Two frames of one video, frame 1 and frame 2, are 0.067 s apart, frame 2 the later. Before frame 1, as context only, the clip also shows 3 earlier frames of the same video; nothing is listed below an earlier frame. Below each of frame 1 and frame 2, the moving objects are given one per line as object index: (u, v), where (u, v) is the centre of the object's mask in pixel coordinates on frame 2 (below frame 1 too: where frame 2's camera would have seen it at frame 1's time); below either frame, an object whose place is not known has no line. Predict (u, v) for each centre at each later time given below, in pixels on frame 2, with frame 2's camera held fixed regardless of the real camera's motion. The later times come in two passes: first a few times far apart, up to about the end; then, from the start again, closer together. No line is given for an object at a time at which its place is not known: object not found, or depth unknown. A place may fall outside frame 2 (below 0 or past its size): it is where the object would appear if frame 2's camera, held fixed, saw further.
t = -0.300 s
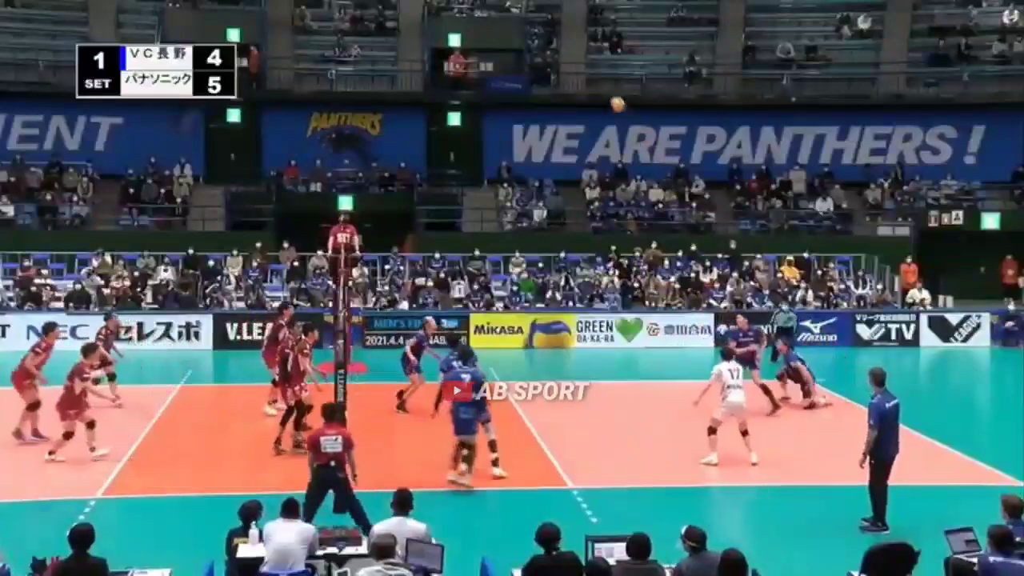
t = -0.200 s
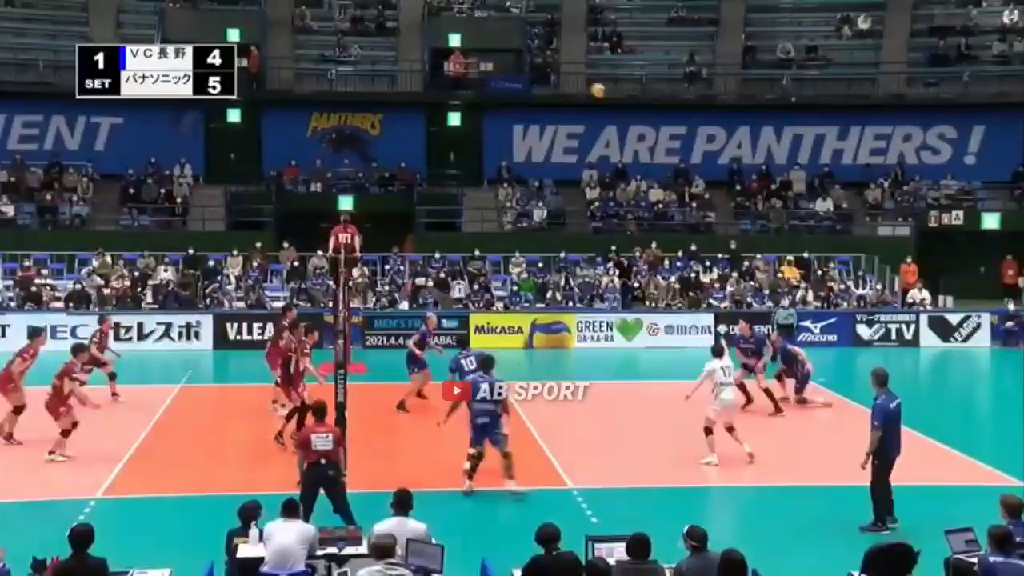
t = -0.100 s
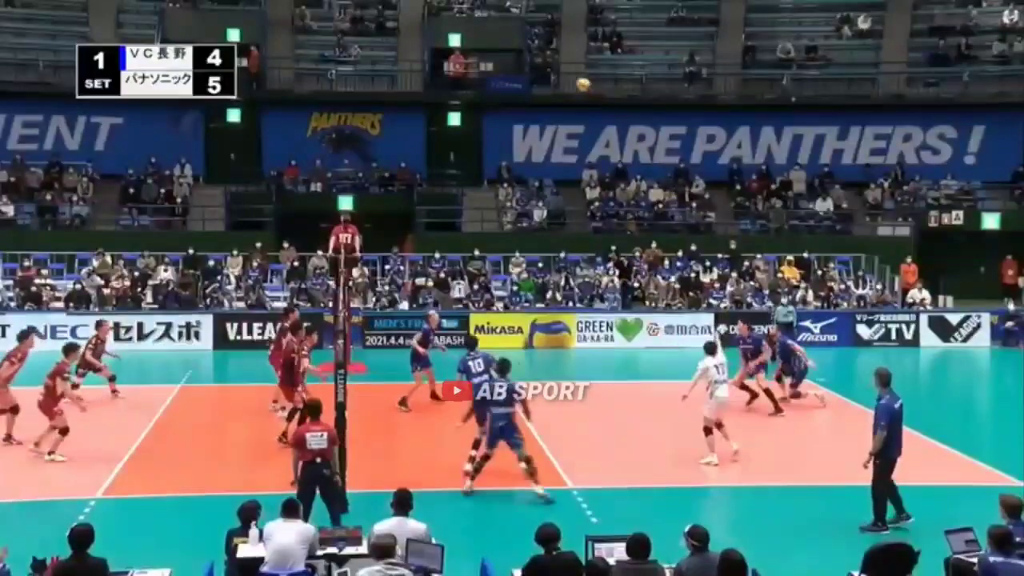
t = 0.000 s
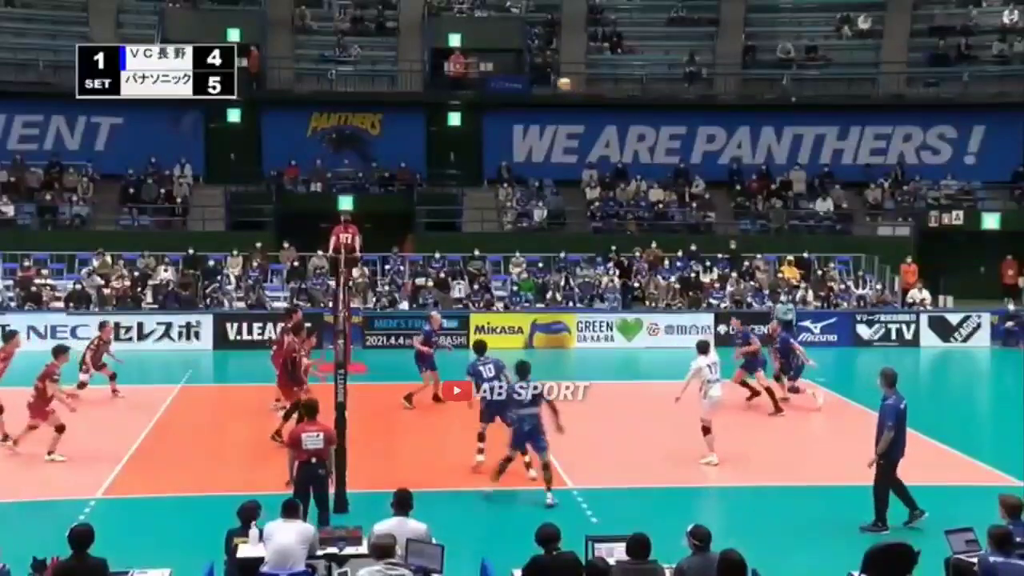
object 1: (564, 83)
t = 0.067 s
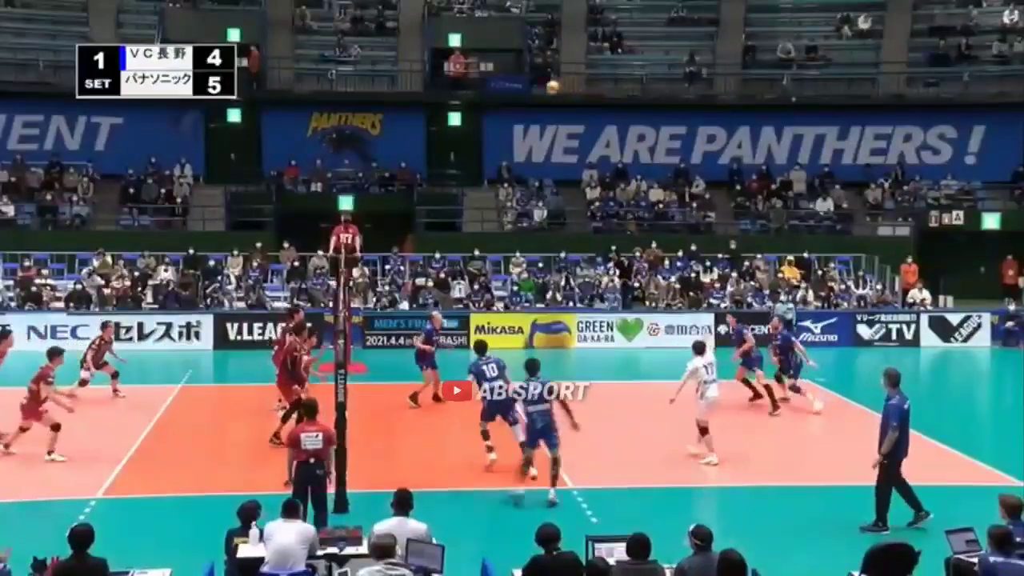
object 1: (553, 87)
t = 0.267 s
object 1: (519, 111)
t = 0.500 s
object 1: (484, 162)
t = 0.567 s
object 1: (474, 183)
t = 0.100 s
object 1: (550, 88)
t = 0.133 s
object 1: (542, 92)
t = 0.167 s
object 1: (538, 94)
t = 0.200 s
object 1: (530, 100)
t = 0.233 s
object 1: (527, 103)
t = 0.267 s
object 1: (519, 111)
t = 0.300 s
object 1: (516, 114)
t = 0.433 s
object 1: (495, 143)
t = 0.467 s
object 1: (487, 157)
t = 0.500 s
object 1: (484, 162)
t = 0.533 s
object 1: (476, 177)
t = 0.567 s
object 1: (474, 183)
